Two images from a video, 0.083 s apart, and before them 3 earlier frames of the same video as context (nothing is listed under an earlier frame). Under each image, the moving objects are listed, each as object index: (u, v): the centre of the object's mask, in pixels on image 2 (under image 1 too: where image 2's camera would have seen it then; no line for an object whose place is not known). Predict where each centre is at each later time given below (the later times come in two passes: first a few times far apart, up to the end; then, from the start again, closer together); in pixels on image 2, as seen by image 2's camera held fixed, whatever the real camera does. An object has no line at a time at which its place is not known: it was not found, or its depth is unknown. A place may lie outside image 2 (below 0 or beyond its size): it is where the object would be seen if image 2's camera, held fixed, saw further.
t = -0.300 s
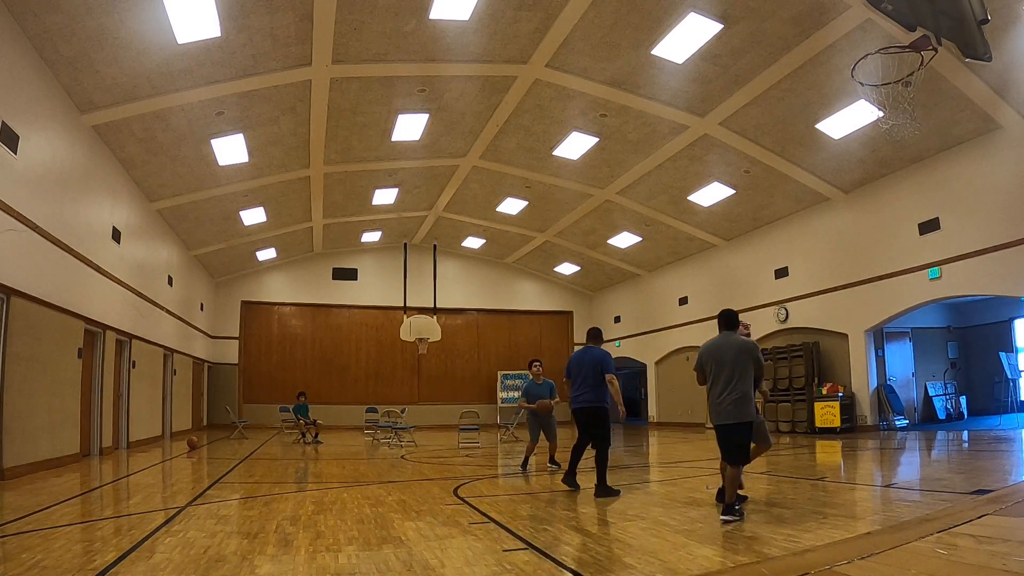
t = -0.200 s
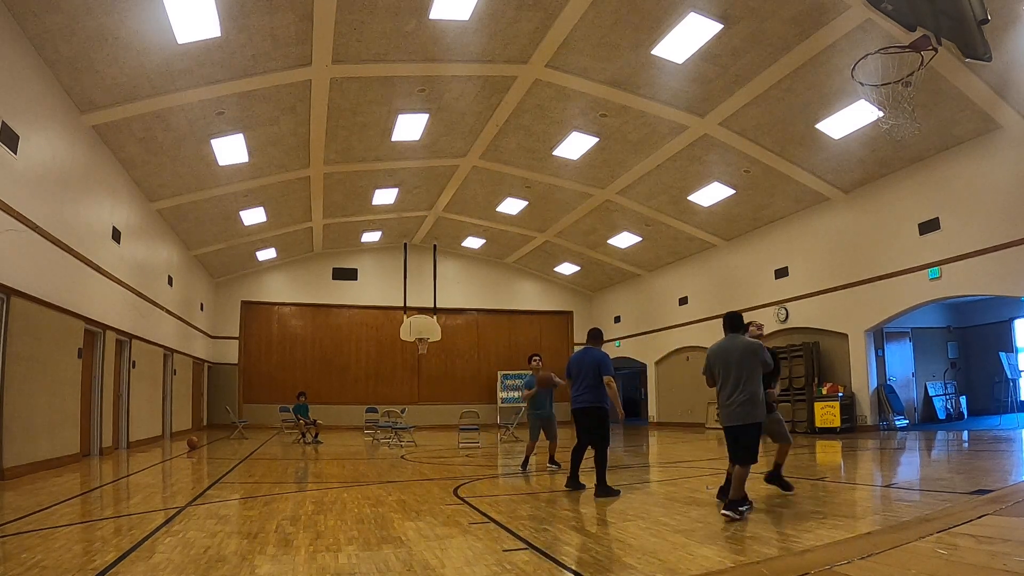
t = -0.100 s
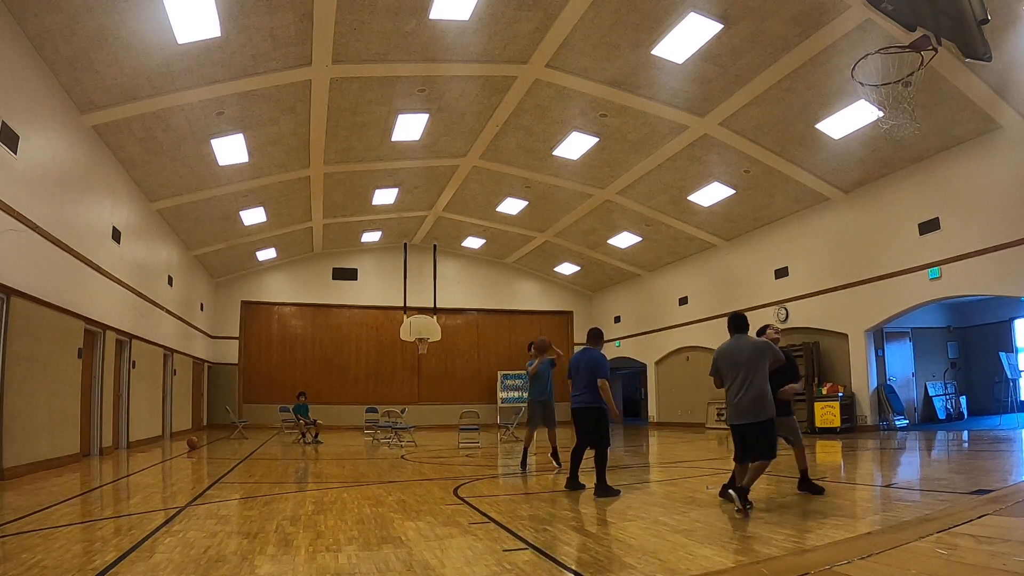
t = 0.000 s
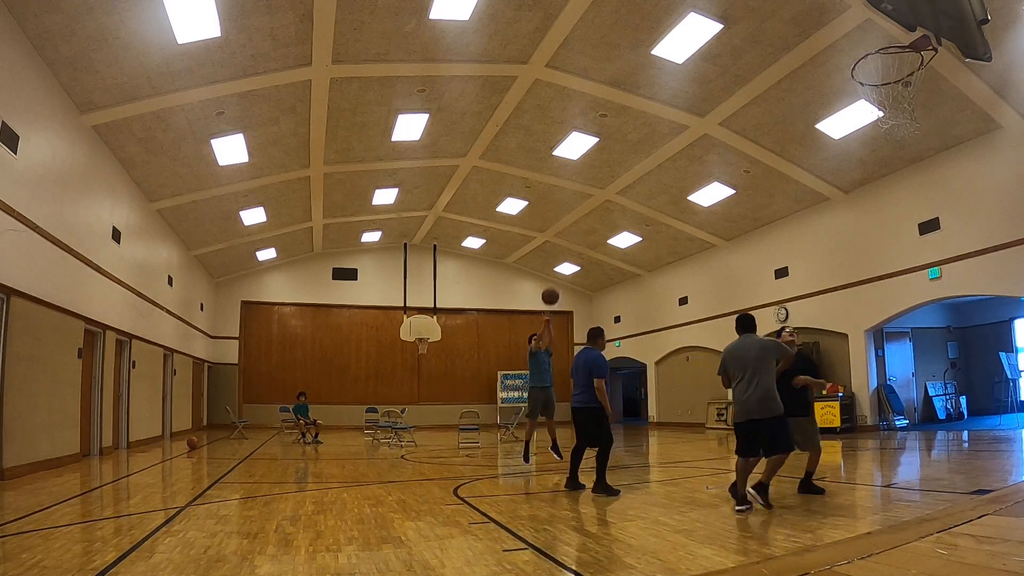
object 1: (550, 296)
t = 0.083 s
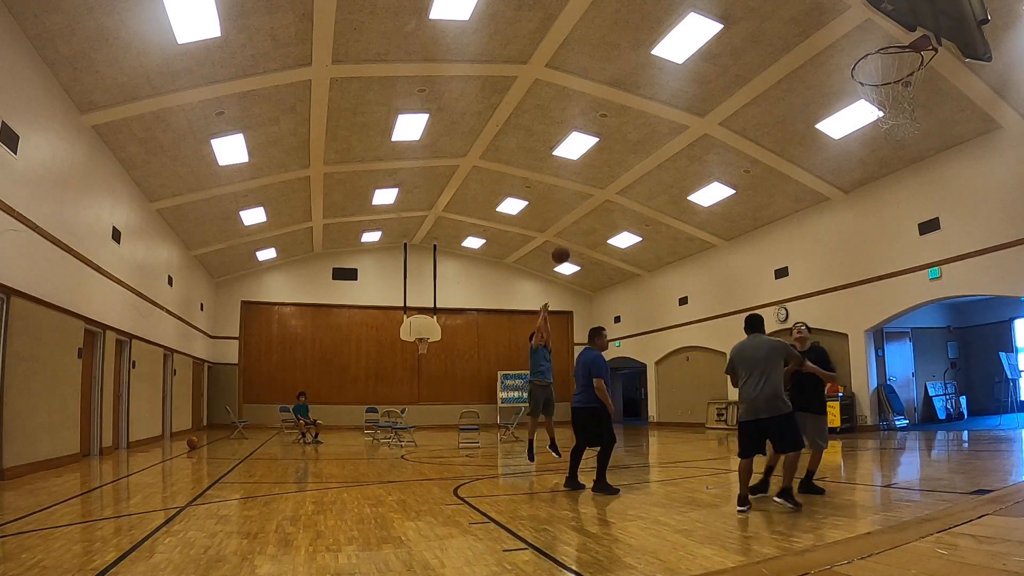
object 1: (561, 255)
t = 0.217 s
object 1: (579, 194)
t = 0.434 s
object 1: (613, 114)
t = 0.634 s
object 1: (653, 62)
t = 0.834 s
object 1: (708, 36)
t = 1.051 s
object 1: (794, 49)
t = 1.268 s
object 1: (767, 93)
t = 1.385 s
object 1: (706, 125)
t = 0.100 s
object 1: (563, 247)
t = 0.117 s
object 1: (565, 239)
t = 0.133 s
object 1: (567, 231)
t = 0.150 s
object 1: (569, 223)
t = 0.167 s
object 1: (572, 216)
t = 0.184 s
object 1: (574, 209)
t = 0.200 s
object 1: (576, 202)
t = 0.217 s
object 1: (579, 194)
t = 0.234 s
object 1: (581, 187)
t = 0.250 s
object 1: (583, 180)
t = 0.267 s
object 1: (585, 174)
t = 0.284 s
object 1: (588, 167)
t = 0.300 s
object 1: (591, 161)
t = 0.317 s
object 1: (593, 155)
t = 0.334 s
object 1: (596, 148)
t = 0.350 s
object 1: (599, 142)
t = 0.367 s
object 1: (602, 136)
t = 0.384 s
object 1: (604, 130)
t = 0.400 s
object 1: (607, 124)
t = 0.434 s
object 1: (613, 114)
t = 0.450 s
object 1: (616, 109)
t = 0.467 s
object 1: (619, 103)
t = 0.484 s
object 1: (622, 98)
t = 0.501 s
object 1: (625, 94)
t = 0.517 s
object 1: (628, 89)
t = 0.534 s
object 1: (632, 85)
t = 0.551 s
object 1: (635, 80)
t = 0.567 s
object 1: (638, 76)
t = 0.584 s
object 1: (642, 72)
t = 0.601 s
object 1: (645, 69)
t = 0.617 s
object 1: (649, 65)
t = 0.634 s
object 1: (653, 62)
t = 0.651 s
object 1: (656, 59)
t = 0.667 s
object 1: (660, 56)
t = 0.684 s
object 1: (664, 53)
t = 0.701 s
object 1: (669, 50)
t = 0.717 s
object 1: (673, 47)
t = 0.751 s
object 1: (682, 43)
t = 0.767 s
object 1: (687, 41)
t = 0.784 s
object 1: (692, 40)
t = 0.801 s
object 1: (697, 39)
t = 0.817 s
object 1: (702, 37)
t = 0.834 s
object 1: (708, 36)
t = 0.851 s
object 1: (713, 35)
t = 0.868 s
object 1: (719, 35)
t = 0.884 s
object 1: (724, 35)
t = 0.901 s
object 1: (730, 35)
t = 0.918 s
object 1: (736, 35)
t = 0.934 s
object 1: (742, 36)
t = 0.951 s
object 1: (749, 36)
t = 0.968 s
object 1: (756, 37)
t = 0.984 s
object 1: (763, 39)
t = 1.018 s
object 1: (777, 43)
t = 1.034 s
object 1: (785, 46)
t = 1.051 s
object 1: (794, 49)
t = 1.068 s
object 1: (802, 53)
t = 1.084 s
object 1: (811, 57)
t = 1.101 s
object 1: (819, 62)
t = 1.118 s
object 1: (829, 67)
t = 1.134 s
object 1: (838, 72)
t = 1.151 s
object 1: (835, 75)
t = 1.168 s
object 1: (826, 77)
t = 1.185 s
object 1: (816, 79)
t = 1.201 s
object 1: (805, 81)
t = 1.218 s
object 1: (795, 83)
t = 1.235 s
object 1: (786, 86)
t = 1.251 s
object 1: (776, 89)
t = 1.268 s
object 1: (767, 93)
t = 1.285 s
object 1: (758, 96)
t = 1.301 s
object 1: (749, 100)
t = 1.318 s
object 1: (740, 104)
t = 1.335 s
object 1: (731, 109)
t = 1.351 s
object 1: (722, 114)
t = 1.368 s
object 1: (714, 119)
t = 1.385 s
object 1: (706, 125)
